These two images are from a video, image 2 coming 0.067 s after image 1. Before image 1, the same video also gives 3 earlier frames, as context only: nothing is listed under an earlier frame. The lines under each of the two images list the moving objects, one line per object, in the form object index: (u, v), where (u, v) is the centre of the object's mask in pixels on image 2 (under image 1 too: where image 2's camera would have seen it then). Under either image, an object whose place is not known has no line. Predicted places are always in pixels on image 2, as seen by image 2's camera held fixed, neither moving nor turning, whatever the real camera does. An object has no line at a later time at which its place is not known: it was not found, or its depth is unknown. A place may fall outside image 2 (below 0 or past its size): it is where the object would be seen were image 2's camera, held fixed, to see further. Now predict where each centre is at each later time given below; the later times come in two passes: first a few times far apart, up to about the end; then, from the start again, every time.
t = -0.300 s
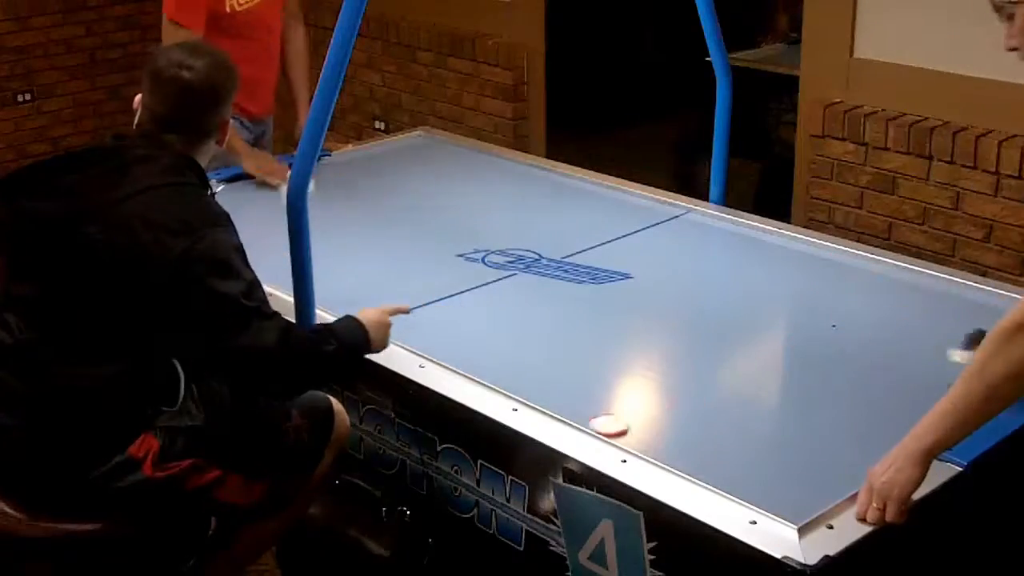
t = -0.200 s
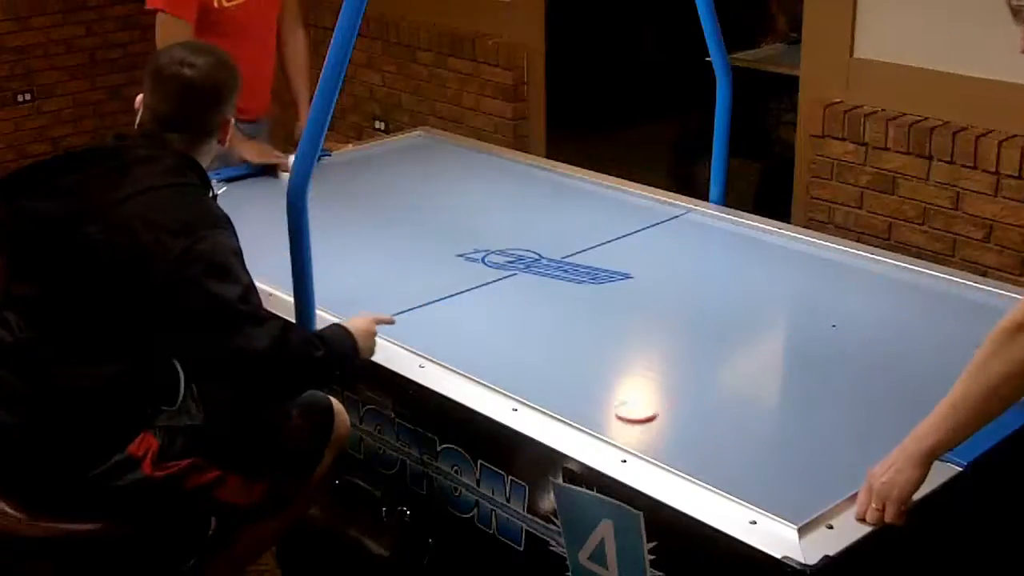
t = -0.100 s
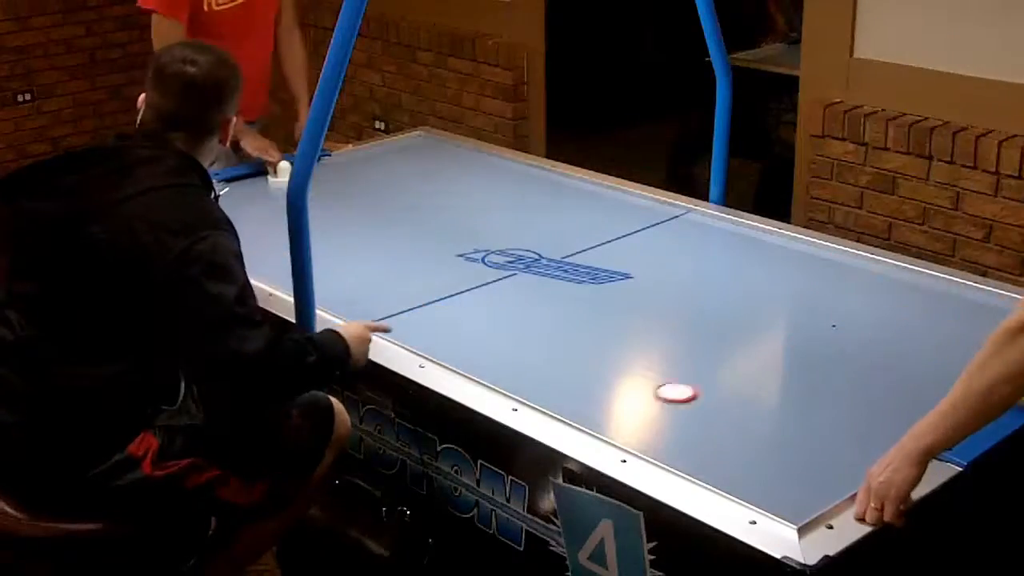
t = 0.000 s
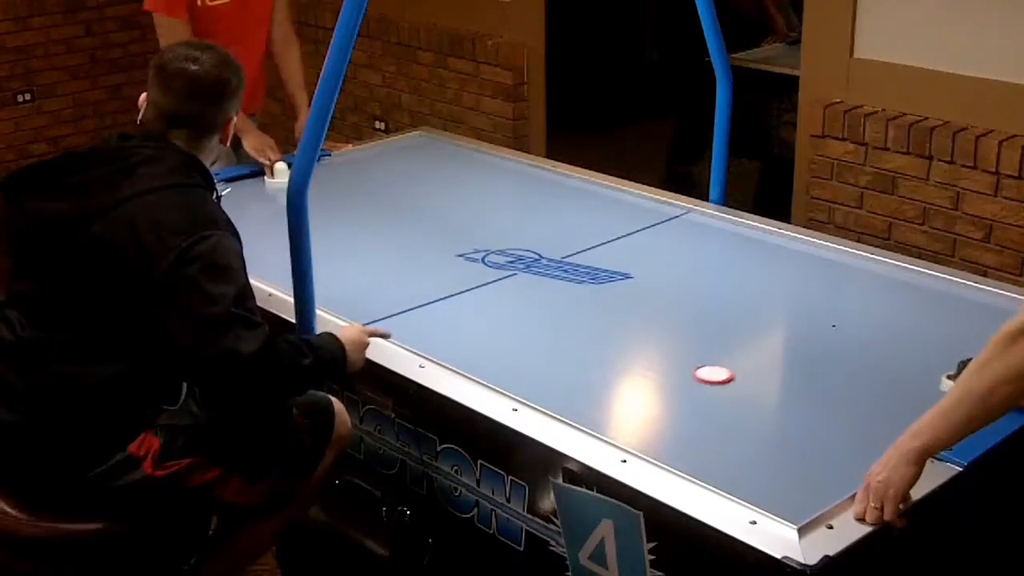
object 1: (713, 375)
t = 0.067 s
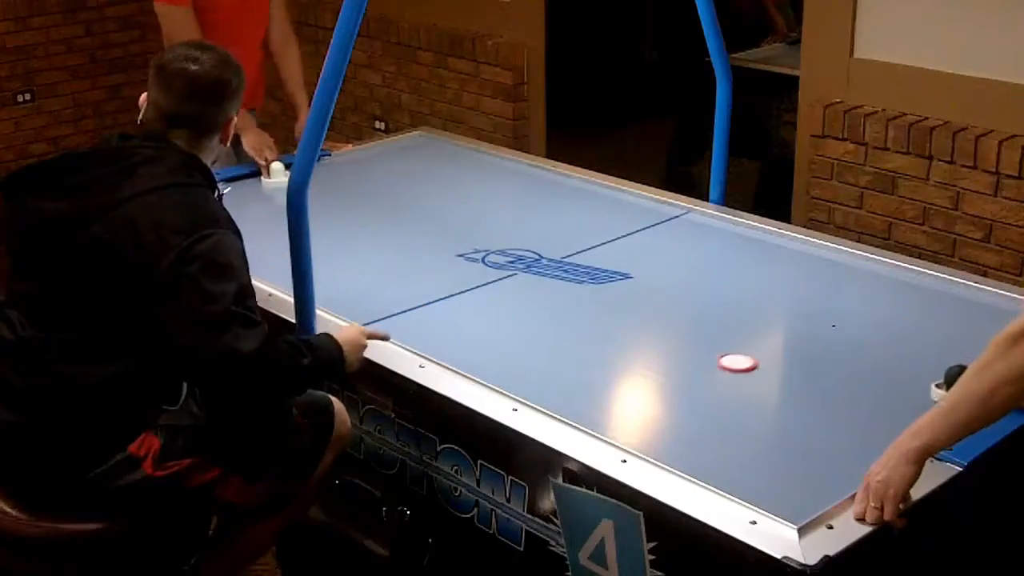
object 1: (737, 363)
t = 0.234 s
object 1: (793, 335)
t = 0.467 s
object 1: (862, 298)
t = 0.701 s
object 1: (880, 287)
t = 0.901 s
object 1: (829, 312)
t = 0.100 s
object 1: (748, 357)
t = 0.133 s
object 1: (760, 351)
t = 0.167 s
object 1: (771, 346)
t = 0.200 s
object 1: (783, 340)
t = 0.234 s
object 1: (793, 335)
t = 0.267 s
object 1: (804, 329)
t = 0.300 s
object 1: (814, 324)
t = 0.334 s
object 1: (824, 318)
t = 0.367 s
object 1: (834, 313)
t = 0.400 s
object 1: (843, 308)
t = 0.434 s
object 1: (853, 303)
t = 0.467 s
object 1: (862, 298)
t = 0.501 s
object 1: (871, 293)
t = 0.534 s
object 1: (880, 289)
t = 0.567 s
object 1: (888, 284)
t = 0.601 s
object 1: (896, 279)
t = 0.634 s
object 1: (895, 279)
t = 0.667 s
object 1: (888, 283)
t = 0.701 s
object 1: (880, 287)
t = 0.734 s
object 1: (872, 291)
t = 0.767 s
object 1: (864, 295)
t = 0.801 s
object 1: (855, 299)
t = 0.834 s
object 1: (847, 303)
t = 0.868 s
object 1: (838, 307)
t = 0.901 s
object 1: (829, 312)
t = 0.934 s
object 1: (820, 316)
